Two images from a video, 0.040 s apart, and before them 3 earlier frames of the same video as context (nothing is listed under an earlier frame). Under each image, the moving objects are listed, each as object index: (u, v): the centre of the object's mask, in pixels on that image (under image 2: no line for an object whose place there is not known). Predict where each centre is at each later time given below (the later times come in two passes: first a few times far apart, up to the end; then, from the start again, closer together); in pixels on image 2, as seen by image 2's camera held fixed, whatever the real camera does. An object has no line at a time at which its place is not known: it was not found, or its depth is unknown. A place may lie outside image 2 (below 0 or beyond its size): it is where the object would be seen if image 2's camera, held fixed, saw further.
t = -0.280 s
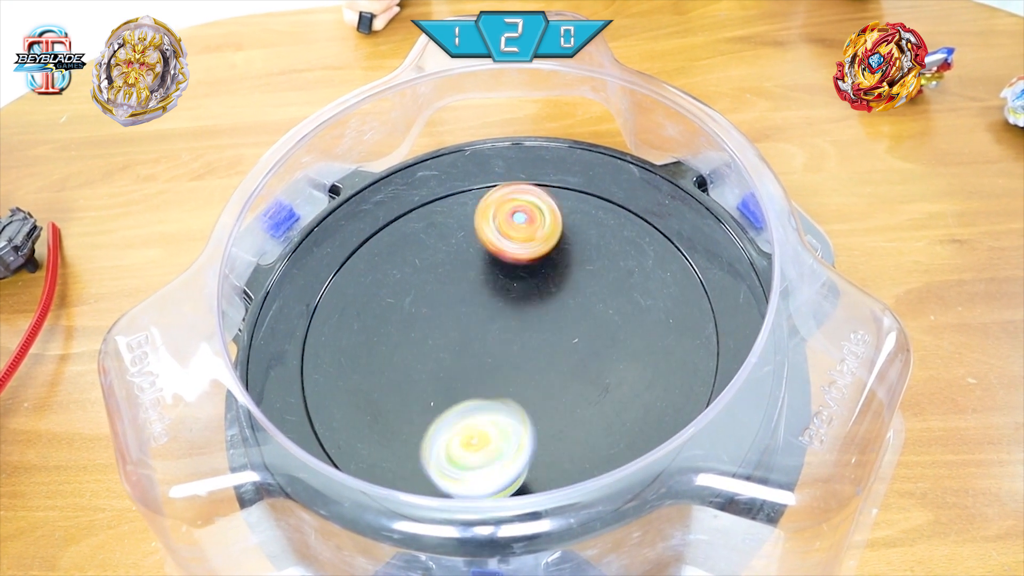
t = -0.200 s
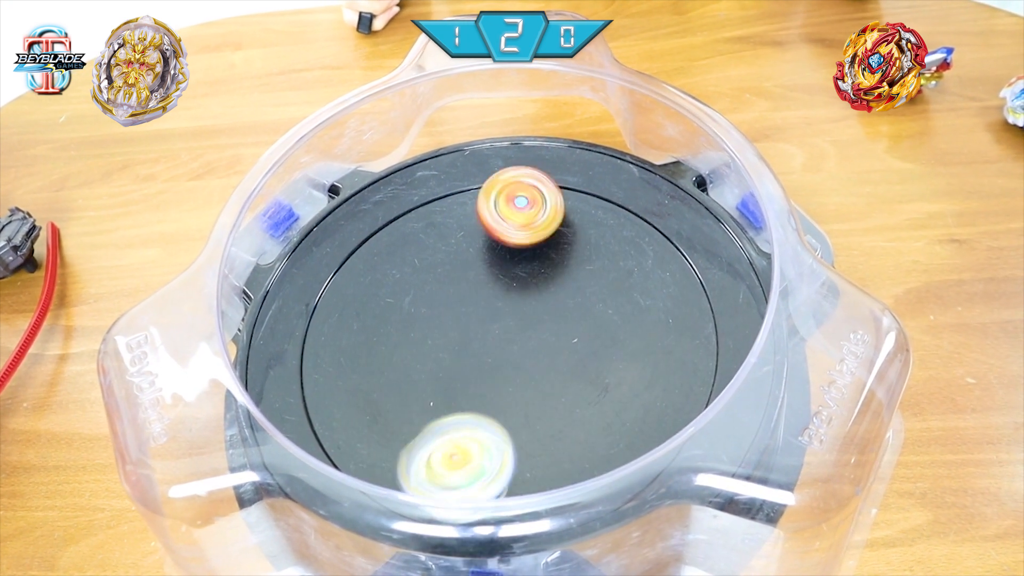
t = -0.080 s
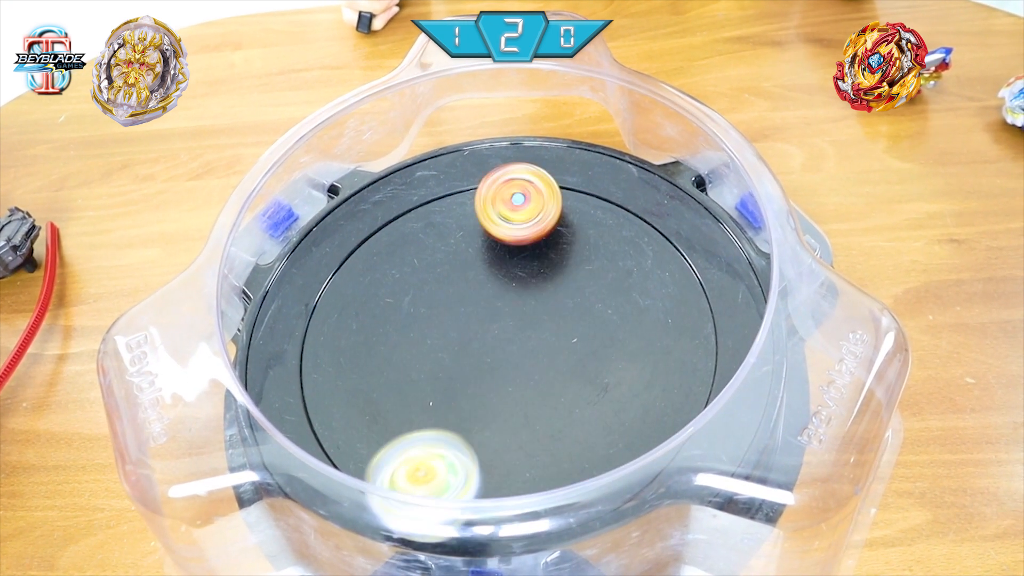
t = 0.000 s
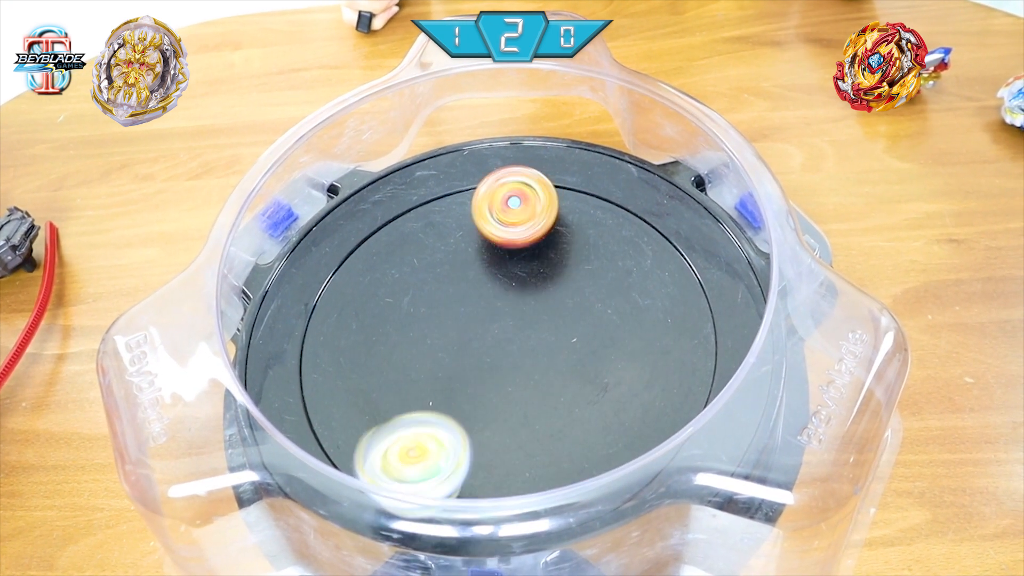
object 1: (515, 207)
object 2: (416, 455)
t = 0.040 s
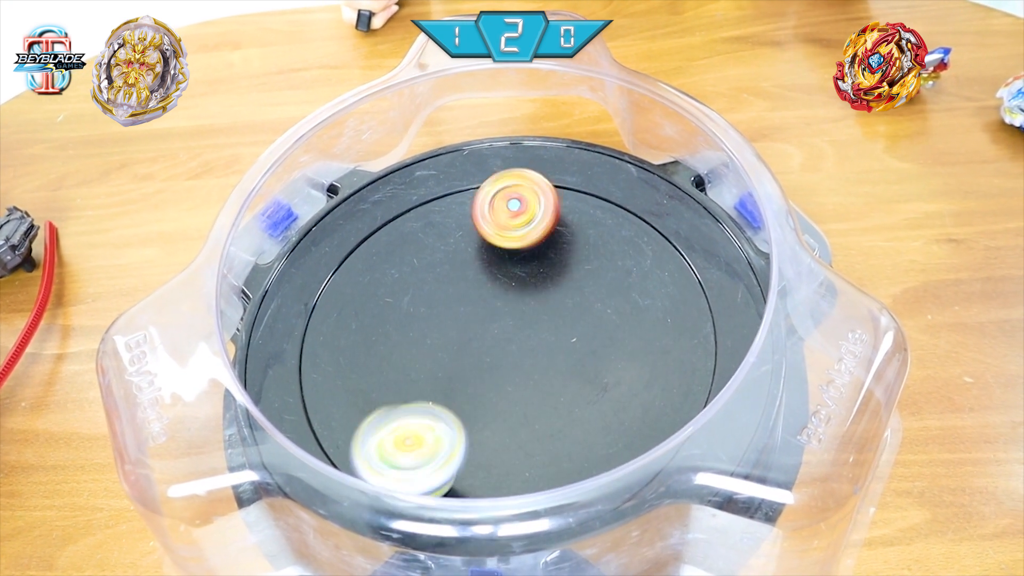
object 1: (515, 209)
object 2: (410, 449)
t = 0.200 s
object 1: (517, 234)
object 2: (391, 399)
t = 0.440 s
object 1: (546, 333)
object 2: (392, 294)
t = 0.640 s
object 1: (622, 378)
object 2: (400, 229)
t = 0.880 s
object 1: (627, 380)
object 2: (446, 217)
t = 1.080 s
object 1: (602, 365)
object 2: (530, 230)
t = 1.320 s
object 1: (509, 310)
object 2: (632, 235)
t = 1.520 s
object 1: (380, 286)
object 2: (674, 264)
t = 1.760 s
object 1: (345, 312)
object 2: (681, 361)
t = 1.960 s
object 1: (380, 333)
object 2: (612, 442)
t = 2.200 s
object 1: (520, 320)
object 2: (465, 486)
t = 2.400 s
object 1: (604, 268)
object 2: (364, 445)
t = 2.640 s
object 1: (606, 252)
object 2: (311, 349)
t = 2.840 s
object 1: (586, 265)
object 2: (330, 275)
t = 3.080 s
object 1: (515, 325)
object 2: (433, 224)
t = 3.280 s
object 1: (462, 383)
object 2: (540, 205)
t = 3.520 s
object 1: (443, 401)
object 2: (635, 227)
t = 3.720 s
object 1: (452, 391)
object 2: (664, 295)
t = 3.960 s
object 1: (489, 341)
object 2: (633, 402)
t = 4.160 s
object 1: (519, 274)
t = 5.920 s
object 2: (610, 244)
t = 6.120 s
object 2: (571, 289)
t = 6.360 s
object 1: (541, 258)
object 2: (512, 394)
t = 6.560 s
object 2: (473, 412)
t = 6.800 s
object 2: (426, 339)
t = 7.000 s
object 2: (398, 270)
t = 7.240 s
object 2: (432, 250)
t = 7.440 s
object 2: (540, 268)
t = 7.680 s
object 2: (652, 263)
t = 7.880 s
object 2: (626, 295)
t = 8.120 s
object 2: (506, 369)
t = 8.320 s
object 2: (452, 371)
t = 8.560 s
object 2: (457, 350)
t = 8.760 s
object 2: (489, 321)
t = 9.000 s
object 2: (510, 279)
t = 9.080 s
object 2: (522, 240)
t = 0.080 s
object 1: (516, 214)
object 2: (404, 440)
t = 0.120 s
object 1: (515, 219)
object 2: (400, 428)
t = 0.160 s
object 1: (515, 224)
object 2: (395, 413)
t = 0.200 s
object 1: (517, 234)
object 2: (391, 399)
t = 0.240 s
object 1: (516, 246)
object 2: (389, 382)
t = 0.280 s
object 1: (517, 261)
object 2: (389, 365)
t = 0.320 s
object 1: (521, 277)
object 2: (390, 347)
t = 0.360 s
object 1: (529, 297)
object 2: (390, 329)
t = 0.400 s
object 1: (536, 315)
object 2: (391, 311)
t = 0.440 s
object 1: (546, 333)
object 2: (392, 294)
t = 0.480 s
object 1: (561, 348)
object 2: (393, 277)
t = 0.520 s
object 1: (578, 362)
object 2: (394, 262)
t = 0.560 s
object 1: (596, 371)
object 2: (395, 250)
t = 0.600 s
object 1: (612, 376)
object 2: (397, 238)
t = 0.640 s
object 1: (622, 378)
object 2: (400, 229)
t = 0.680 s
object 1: (628, 381)
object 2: (404, 222)
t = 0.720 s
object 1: (629, 382)
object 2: (409, 218)
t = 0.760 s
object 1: (630, 381)
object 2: (416, 215)
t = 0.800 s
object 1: (630, 381)
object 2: (424, 215)
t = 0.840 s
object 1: (629, 381)
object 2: (434, 215)
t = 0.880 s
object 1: (627, 380)
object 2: (446, 217)
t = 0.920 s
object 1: (623, 380)
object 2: (460, 219)
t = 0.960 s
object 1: (619, 377)
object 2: (476, 221)
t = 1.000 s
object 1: (613, 375)
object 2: (493, 224)
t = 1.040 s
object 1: (609, 371)
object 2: (511, 227)
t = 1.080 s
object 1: (602, 365)
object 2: (530, 230)
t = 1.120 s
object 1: (593, 358)
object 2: (551, 232)
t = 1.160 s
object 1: (583, 352)
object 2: (569, 233)
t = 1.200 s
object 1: (572, 343)
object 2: (589, 233)
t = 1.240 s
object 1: (556, 331)
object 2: (605, 234)
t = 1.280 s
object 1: (534, 321)
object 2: (621, 234)
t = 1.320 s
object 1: (509, 310)
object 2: (632, 235)
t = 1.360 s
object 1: (482, 301)
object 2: (644, 237)
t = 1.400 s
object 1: (454, 294)
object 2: (653, 240)
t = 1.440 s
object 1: (428, 289)
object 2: (663, 246)
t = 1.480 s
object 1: (403, 286)
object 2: (669, 253)
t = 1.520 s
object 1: (380, 286)
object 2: (674, 264)
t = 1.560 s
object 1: (361, 289)
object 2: (678, 276)
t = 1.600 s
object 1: (348, 294)
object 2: (681, 290)
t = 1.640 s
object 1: (342, 299)
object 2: (682, 306)
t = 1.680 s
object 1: (341, 303)
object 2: (683, 323)
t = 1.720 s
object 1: (342, 307)
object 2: (682, 342)
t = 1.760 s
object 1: (345, 312)
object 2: (681, 361)
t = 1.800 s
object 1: (348, 317)
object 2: (674, 378)
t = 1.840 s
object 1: (353, 321)
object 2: (671, 402)
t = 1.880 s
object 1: (360, 325)
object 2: (653, 418)
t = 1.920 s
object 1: (368, 329)
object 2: (633, 430)
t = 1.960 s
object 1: (380, 333)
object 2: (612, 442)
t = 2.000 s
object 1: (399, 335)
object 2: (589, 453)
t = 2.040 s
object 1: (423, 337)
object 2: (566, 465)
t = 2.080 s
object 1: (448, 337)
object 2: (540, 479)
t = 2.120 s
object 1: (472, 333)
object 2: (515, 491)
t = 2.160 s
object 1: (496, 327)
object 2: (488, 489)
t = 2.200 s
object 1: (520, 320)
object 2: (465, 486)
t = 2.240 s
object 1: (541, 311)
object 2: (441, 482)
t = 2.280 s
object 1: (561, 299)
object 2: (417, 476)
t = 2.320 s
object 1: (579, 287)
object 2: (393, 471)
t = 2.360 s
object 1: (594, 276)
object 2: (379, 459)
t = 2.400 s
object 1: (604, 268)
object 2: (364, 445)
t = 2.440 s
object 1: (610, 261)
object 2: (349, 430)
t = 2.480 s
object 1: (613, 257)
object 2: (334, 416)
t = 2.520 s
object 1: (614, 254)
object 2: (317, 401)
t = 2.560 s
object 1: (612, 253)
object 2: (315, 384)
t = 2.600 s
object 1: (609, 252)
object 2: (313, 366)
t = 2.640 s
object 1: (606, 252)
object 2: (311, 349)
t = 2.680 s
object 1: (602, 253)
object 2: (310, 333)
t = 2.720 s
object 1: (600, 255)
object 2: (311, 316)
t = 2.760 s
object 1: (596, 257)
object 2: (314, 300)
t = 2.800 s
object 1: (592, 261)
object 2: (319, 285)
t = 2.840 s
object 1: (586, 265)
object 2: (330, 275)
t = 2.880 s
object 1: (578, 271)
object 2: (342, 264)
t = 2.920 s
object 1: (568, 279)
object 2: (357, 253)
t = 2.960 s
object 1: (556, 288)
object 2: (373, 243)
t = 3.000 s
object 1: (543, 299)
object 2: (391, 236)
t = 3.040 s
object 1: (529, 312)
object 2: (411, 231)
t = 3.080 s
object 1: (515, 325)
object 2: (433, 224)
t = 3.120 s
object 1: (502, 339)
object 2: (454, 219)
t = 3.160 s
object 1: (490, 352)
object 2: (474, 215)
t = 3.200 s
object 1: (480, 365)
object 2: (497, 213)
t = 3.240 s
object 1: (470, 375)
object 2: (520, 208)
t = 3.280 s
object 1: (462, 383)
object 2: (540, 205)
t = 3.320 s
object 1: (454, 390)
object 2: (560, 206)
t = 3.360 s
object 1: (448, 396)
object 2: (580, 207)
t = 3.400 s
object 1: (444, 398)
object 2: (596, 208)
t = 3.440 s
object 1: (442, 400)
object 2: (610, 214)
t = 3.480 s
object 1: (442, 401)
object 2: (623, 220)
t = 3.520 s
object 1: (443, 401)
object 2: (635, 227)
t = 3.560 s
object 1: (445, 401)
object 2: (643, 238)
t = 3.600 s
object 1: (446, 399)
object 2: (652, 250)
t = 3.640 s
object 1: (447, 397)
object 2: (659, 262)
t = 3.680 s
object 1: (449, 394)
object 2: (661, 278)
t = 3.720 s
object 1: (452, 391)
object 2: (664, 295)
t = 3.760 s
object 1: (455, 387)
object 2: (665, 312)
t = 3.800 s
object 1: (459, 381)
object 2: (661, 331)
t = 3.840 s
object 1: (465, 373)
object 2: (657, 350)
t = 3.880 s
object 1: (473, 364)
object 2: (652, 366)
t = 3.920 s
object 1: (481, 353)
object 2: (643, 385)
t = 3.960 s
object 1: (489, 341)
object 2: (633, 402)
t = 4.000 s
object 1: (497, 327)
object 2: (621, 415)
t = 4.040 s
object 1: (504, 313)
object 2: (608, 436)
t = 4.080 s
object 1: (510, 299)
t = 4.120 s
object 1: (515, 286)
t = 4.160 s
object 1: (519, 274)
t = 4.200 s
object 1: (523, 265)
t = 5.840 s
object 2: (601, 248)
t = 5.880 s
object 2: (606, 245)
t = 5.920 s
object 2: (610, 244)
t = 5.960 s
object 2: (607, 245)
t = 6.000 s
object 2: (600, 251)
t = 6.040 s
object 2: (592, 260)
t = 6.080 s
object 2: (582, 273)
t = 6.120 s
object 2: (571, 289)
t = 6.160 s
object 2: (561, 309)
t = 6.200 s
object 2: (548, 328)
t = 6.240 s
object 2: (536, 347)
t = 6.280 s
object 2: (529, 364)
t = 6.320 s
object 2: (521, 380)
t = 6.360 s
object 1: (541, 258)
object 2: (512, 394)
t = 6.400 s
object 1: (556, 253)
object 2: (504, 404)
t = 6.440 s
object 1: (570, 246)
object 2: (497, 410)
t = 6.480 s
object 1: (580, 244)
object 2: (488, 414)
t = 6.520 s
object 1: (589, 243)
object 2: (480, 415)
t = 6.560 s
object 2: (473, 412)
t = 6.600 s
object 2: (468, 406)
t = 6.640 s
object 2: (464, 395)
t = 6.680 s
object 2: (457, 384)
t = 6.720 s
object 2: (446, 371)
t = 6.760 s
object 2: (436, 355)
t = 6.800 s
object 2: (426, 339)
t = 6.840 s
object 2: (418, 324)
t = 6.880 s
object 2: (411, 310)
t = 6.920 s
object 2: (405, 295)
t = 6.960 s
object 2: (400, 282)
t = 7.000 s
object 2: (398, 270)
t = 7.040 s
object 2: (396, 260)
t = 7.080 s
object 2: (397, 254)
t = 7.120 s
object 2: (400, 249)
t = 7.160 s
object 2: (406, 247)
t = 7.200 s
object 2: (418, 248)
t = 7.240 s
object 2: (432, 250)
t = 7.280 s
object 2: (448, 253)
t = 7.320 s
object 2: (468, 255)
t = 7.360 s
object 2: (490, 258)
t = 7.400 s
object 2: (514, 263)
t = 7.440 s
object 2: (540, 268)
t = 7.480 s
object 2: (566, 269)
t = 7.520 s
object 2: (591, 270)
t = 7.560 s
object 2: (614, 268)
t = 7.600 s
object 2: (632, 265)
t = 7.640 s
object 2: (644, 263)
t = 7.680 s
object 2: (652, 263)
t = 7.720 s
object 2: (655, 264)
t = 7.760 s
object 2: (657, 269)
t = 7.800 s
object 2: (653, 276)
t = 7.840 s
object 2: (641, 284)
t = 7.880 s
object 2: (626, 295)
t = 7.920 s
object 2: (608, 307)
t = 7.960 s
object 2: (586, 321)
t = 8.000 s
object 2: (563, 337)
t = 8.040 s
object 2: (543, 350)
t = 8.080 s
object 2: (524, 361)
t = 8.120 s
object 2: (506, 369)
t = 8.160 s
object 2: (489, 374)
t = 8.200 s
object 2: (475, 376)
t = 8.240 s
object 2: (464, 375)
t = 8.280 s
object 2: (456, 373)
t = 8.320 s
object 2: (452, 371)
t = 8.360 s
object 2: (450, 369)
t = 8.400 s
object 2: (451, 366)
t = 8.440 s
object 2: (452, 362)
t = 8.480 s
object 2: (453, 357)
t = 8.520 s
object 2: (454, 354)
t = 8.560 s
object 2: (457, 350)
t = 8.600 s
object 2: (461, 345)
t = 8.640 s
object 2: (467, 338)
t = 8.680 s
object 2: (474, 332)
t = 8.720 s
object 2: (481, 327)
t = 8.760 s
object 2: (489, 321)
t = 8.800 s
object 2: (487, 309)
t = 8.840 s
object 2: (491, 301)
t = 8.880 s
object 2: (495, 297)
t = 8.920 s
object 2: (500, 297)
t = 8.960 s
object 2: (505, 297)
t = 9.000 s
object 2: (510, 279)
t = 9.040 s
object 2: (517, 255)
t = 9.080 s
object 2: (522, 240)
